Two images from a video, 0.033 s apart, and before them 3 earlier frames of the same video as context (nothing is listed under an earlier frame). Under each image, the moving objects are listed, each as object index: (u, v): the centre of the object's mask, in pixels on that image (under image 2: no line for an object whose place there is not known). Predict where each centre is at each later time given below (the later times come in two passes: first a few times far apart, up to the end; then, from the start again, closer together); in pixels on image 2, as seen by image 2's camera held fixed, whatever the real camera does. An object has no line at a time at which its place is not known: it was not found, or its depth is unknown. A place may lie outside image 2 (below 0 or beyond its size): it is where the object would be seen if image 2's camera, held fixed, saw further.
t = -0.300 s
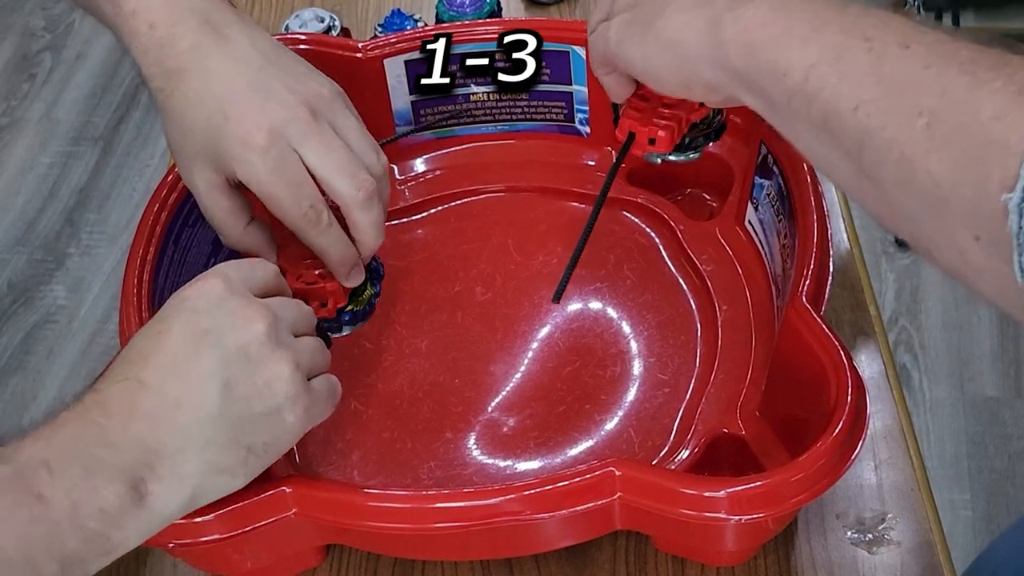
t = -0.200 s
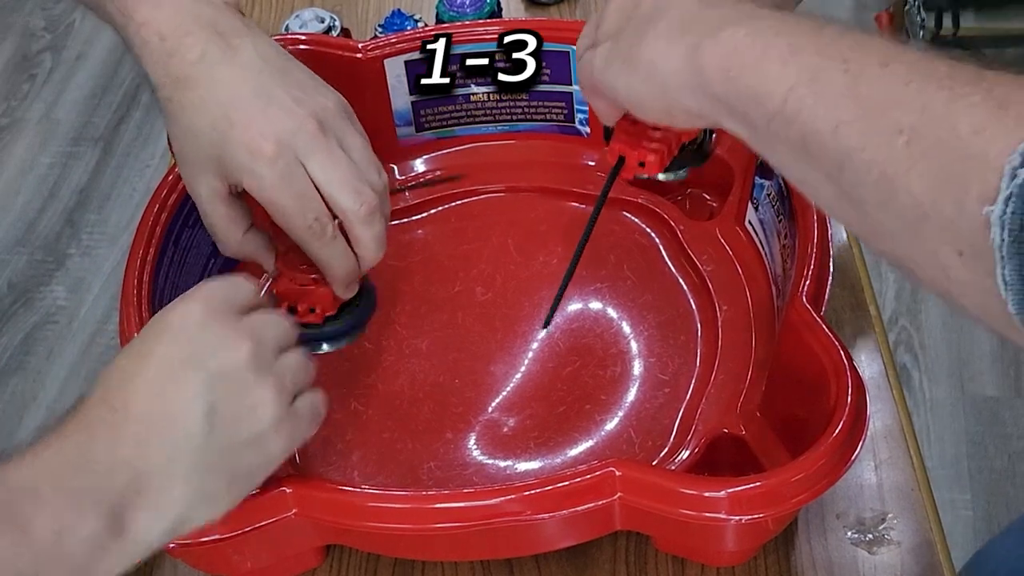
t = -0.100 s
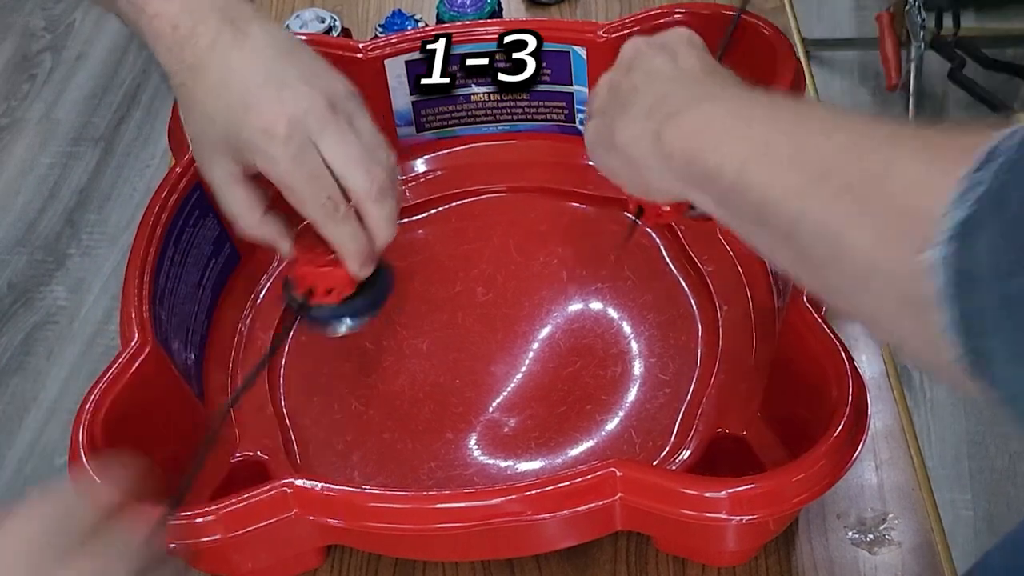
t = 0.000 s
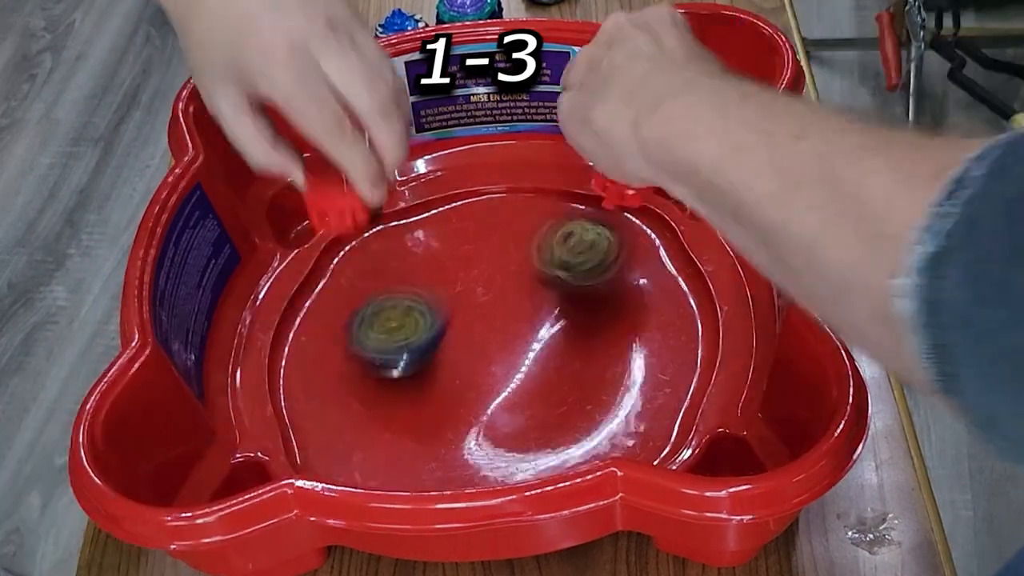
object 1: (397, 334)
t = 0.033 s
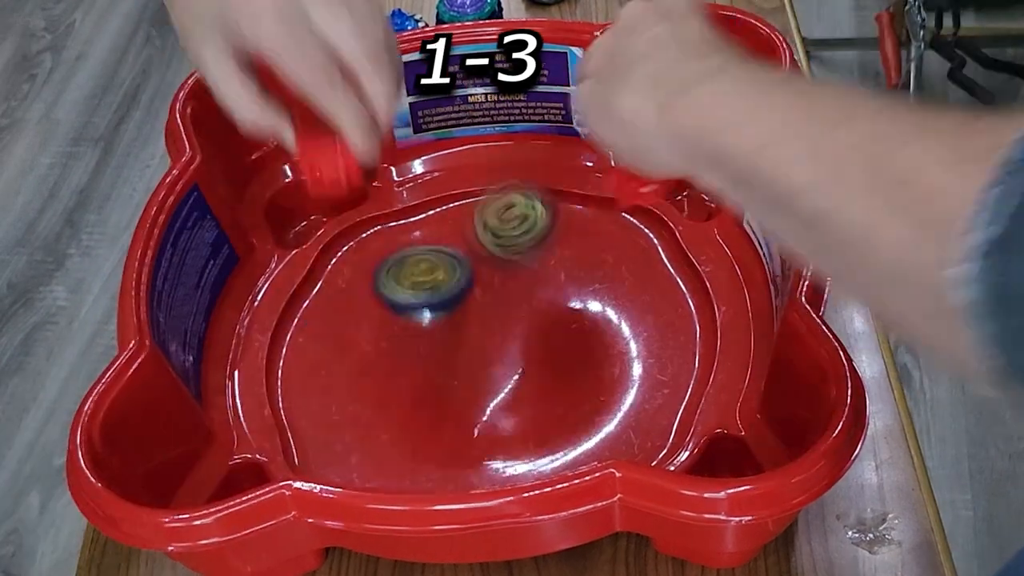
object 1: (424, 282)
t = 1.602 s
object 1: (460, 315)
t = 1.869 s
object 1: (623, 224)
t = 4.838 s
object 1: (359, 293)
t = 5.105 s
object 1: (504, 231)
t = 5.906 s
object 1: (438, 293)
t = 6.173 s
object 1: (577, 300)
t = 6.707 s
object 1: (391, 331)
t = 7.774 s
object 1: (551, 280)
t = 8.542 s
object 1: (494, 287)
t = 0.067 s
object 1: (390, 300)
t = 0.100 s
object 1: (357, 337)
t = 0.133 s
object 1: (327, 365)
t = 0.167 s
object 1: (302, 358)
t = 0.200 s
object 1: (278, 370)
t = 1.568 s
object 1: (456, 339)
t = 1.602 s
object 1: (460, 315)
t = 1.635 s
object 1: (469, 294)
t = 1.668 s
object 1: (482, 275)
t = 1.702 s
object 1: (499, 260)
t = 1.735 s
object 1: (519, 248)
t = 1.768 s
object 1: (542, 239)
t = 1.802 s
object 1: (567, 232)
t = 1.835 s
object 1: (594, 227)
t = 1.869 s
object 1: (623, 224)
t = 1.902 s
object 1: (652, 223)
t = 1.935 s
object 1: (666, 225)
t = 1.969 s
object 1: (674, 239)
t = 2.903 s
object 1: (525, 218)
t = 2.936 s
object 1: (552, 208)
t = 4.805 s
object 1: (354, 311)
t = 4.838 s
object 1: (359, 293)
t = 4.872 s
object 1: (369, 276)
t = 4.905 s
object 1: (382, 261)
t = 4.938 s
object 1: (398, 248)
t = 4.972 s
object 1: (416, 238)
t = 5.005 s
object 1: (438, 232)
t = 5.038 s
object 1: (460, 228)
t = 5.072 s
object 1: (482, 228)
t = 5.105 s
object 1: (504, 231)
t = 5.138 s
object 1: (523, 238)
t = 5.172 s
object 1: (543, 248)
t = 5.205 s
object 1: (559, 260)
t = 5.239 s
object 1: (573, 275)
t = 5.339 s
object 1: (588, 332)
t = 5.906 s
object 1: (438, 293)
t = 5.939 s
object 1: (454, 281)
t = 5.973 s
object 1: (472, 272)
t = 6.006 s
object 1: (492, 266)
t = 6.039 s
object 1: (512, 264)
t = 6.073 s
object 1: (532, 267)
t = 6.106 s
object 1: (551, 274)
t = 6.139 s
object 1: (567, 286)
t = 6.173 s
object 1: (577, 300)
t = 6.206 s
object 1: (582, 317)
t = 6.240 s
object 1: (581, 336)
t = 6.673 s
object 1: (385, 337)
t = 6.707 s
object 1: (391, 331)
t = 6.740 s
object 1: (401, 324)
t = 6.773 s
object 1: (416, 314)
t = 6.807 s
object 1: (435, 306)
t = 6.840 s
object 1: (458, 301)
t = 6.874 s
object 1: (482, 300)
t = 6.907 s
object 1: (504, 303)
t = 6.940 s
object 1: (523, 310)
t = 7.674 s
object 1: (497, 285)
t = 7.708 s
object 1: (515, 281)
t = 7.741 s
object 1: (534, 280)
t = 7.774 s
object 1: (551, 280)
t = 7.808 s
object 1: (566, 284)
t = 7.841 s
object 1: (564, 287)
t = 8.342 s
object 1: (421, 282)
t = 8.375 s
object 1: (428, 273)
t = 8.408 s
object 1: (439, 267)
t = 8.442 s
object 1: (450, 266)
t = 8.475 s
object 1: (463, 269)
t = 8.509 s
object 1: (479, 276)
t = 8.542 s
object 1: (494, 287)
